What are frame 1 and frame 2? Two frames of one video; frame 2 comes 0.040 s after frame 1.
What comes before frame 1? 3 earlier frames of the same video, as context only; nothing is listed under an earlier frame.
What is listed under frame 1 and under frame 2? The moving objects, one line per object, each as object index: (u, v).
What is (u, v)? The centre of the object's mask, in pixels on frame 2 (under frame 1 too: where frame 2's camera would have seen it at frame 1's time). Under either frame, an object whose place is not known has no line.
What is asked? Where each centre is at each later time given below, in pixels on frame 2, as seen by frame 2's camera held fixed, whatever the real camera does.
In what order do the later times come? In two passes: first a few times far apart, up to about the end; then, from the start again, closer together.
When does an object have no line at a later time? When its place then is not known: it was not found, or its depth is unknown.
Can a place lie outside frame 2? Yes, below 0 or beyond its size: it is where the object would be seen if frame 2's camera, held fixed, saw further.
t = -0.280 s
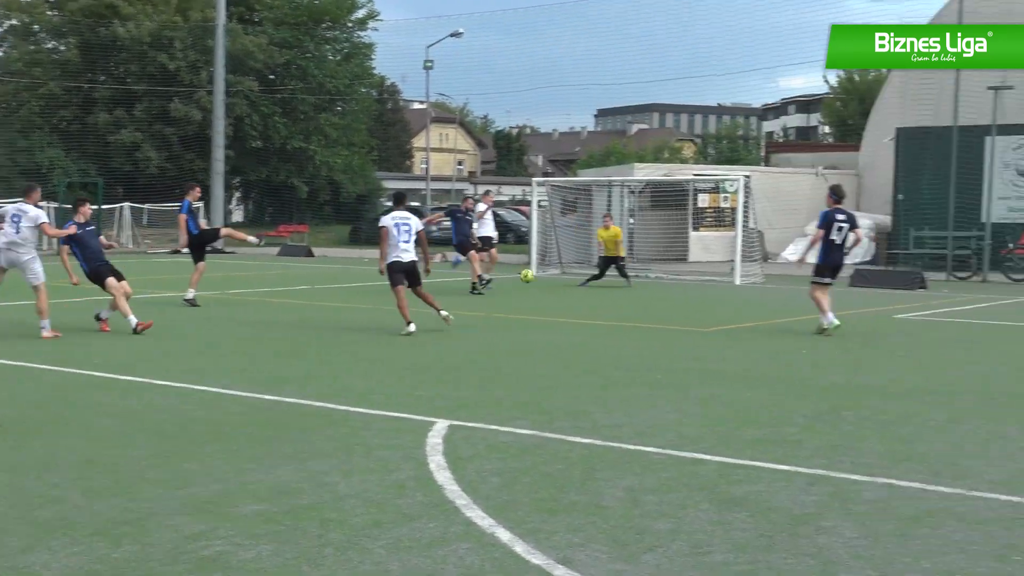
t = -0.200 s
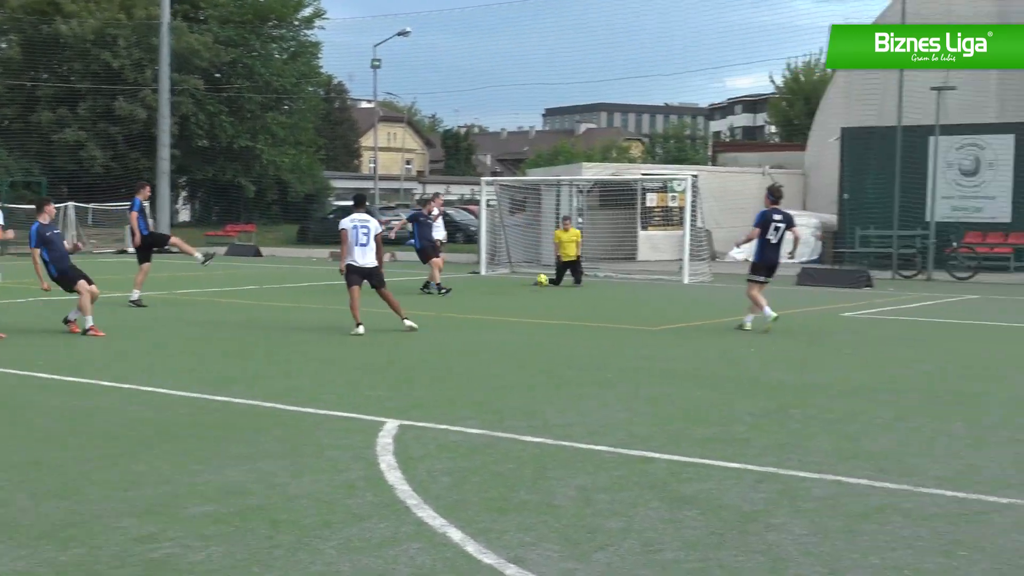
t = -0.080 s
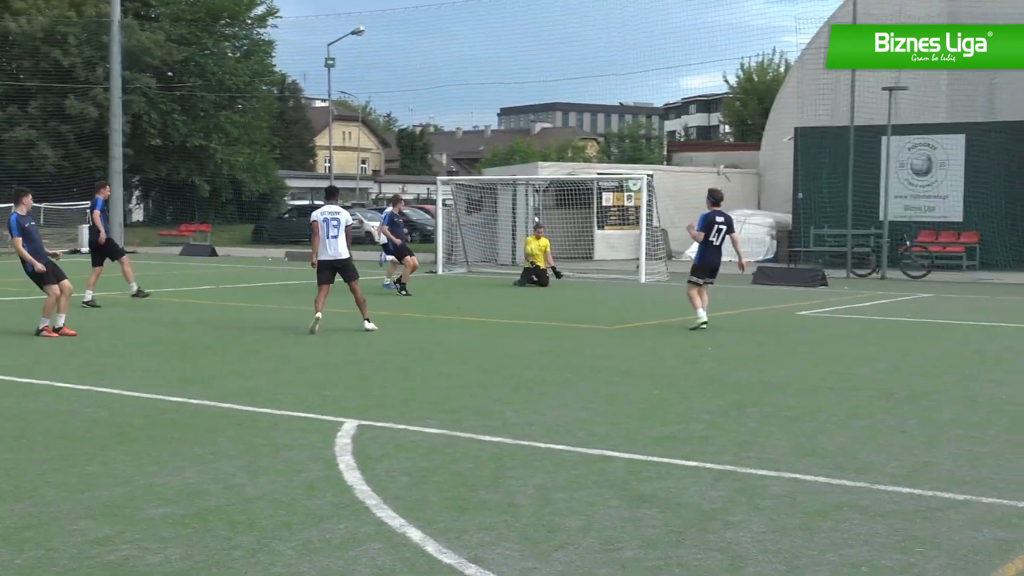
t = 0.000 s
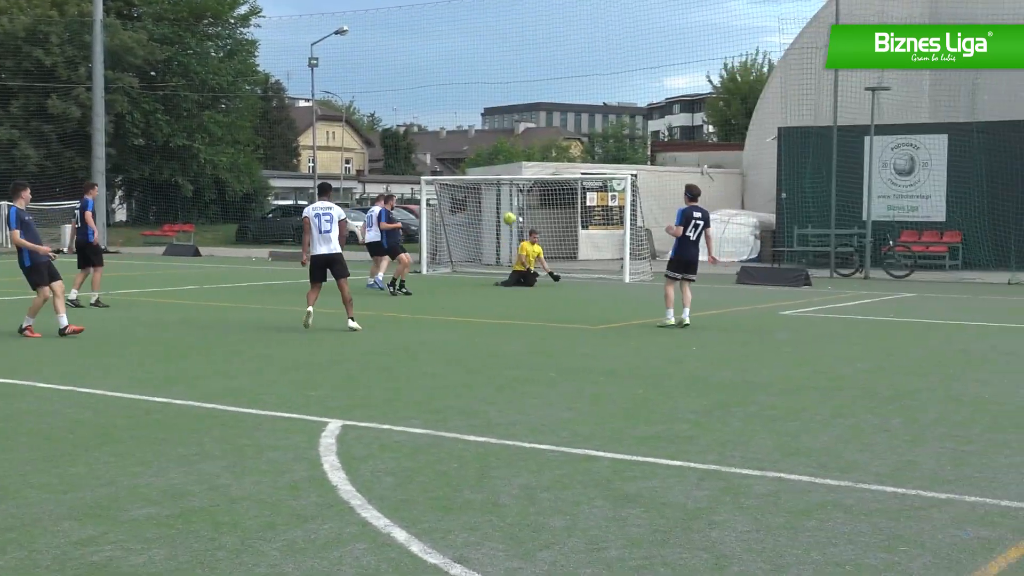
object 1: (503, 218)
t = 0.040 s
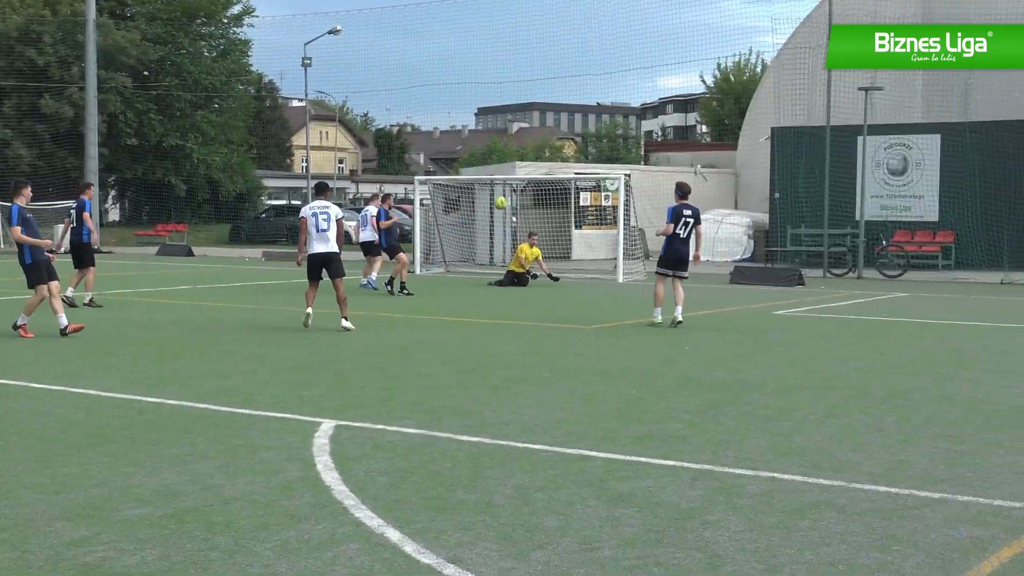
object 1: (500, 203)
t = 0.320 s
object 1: (483, 109)
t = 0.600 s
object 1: (465, 45)
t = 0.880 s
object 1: (446, 20)
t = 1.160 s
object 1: (424, 49)
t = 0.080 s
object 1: (498, 188)
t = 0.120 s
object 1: (495, 173)
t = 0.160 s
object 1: (492, 159)
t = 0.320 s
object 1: (483, 109)
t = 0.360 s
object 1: (480, 98)
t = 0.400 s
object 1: (478, 87)
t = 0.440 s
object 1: (475, 77)
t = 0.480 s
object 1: (473, 68)
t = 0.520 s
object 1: (470, 59)
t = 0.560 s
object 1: (467, 52)
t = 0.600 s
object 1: (465, 45)
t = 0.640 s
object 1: (462, 38)
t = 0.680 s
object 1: (460, 33)
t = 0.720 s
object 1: (457, 29)
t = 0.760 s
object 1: (454, 25)
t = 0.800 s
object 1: (451, 22)
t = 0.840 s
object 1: (448, 21)
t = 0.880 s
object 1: (446, 20)
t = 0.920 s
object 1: (442, 21)
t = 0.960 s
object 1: (440, 22)
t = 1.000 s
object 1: (437, 25)
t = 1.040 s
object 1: (434, 29)
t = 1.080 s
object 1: (431, 34)
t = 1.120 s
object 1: (428, 41)
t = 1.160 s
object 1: (424, 49)
